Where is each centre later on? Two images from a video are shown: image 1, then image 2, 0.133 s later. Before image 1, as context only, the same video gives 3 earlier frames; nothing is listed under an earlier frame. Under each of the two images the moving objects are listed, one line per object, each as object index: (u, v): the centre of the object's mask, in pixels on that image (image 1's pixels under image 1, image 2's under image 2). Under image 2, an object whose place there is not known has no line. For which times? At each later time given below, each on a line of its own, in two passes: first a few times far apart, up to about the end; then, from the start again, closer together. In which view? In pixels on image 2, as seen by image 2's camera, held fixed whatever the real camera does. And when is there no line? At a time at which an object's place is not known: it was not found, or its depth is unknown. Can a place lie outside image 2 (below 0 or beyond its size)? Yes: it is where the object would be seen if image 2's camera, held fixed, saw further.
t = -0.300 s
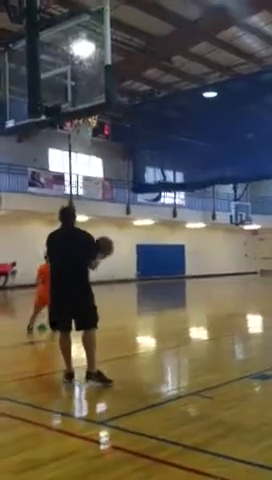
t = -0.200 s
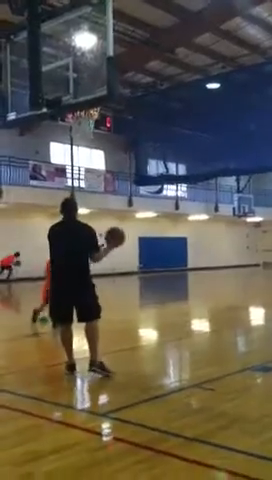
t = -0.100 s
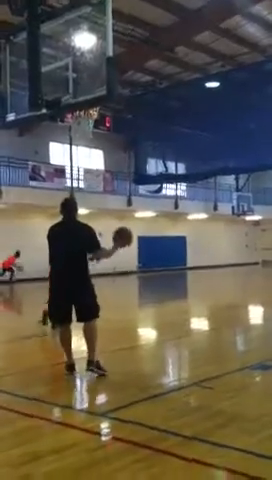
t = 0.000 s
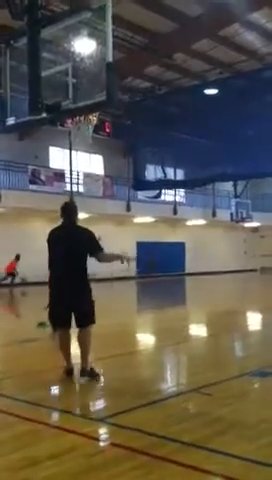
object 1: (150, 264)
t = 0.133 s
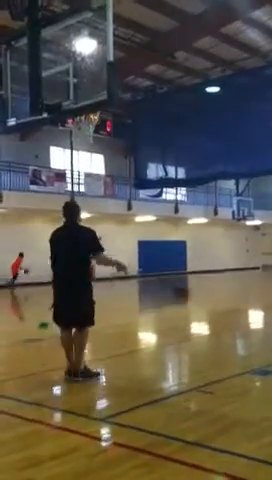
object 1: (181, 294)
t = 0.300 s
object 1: (223, 348)
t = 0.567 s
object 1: (247, 286)
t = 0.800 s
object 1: (262, 269)
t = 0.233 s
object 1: (206, 322)
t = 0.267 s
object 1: (215, 336)
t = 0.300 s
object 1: (223, 348)
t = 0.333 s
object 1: (227, 348)
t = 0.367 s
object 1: (229, 335)
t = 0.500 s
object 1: (241, 298)
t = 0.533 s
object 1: (245, 291)
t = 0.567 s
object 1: (247, 286)
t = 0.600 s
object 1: (250, 280)
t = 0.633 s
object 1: (253, 277)
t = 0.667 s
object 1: (256, 274)
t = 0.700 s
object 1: (259, 271)
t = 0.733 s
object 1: (262, 270)
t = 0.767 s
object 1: (262, 269)
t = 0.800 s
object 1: (262, 269)
